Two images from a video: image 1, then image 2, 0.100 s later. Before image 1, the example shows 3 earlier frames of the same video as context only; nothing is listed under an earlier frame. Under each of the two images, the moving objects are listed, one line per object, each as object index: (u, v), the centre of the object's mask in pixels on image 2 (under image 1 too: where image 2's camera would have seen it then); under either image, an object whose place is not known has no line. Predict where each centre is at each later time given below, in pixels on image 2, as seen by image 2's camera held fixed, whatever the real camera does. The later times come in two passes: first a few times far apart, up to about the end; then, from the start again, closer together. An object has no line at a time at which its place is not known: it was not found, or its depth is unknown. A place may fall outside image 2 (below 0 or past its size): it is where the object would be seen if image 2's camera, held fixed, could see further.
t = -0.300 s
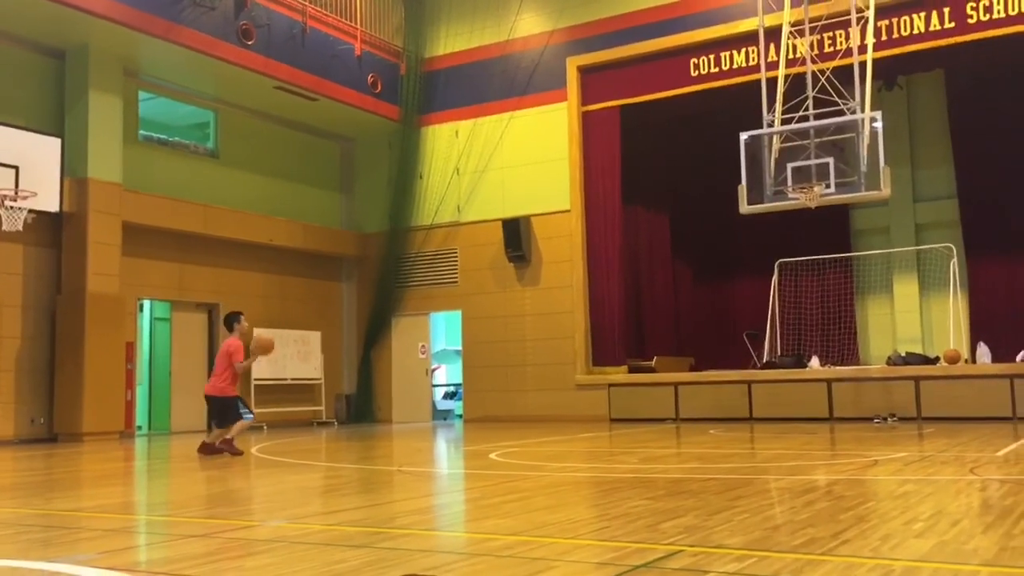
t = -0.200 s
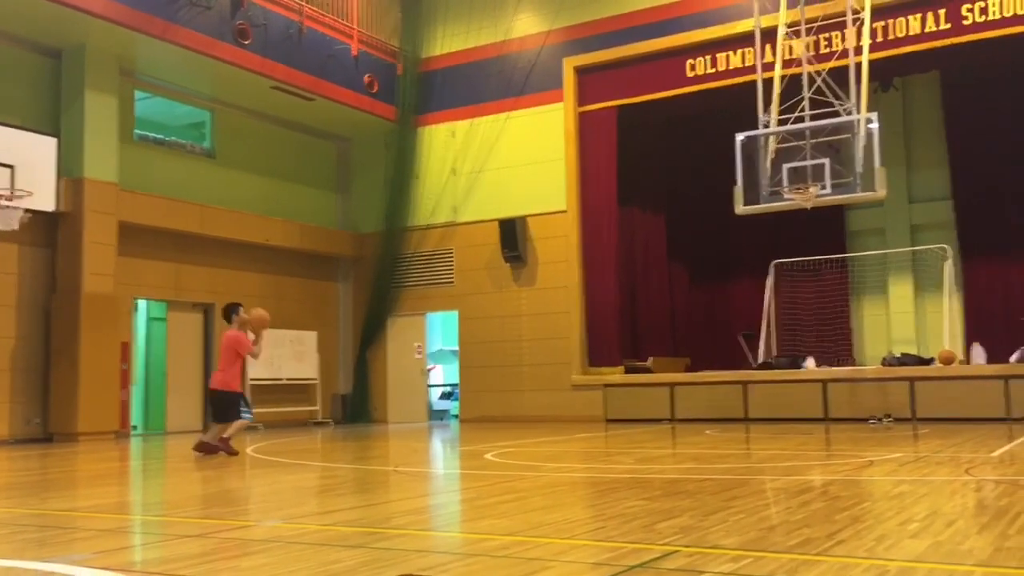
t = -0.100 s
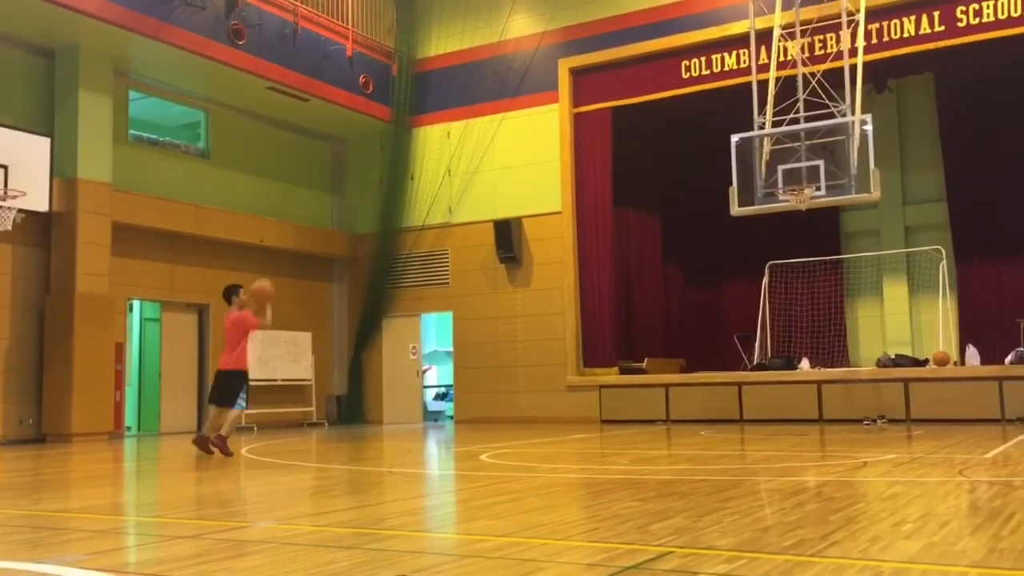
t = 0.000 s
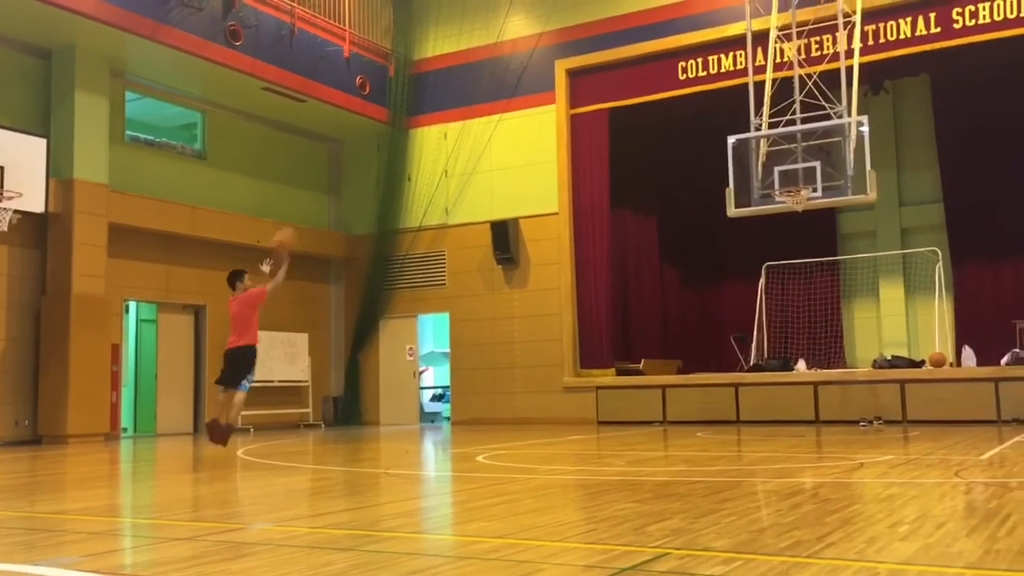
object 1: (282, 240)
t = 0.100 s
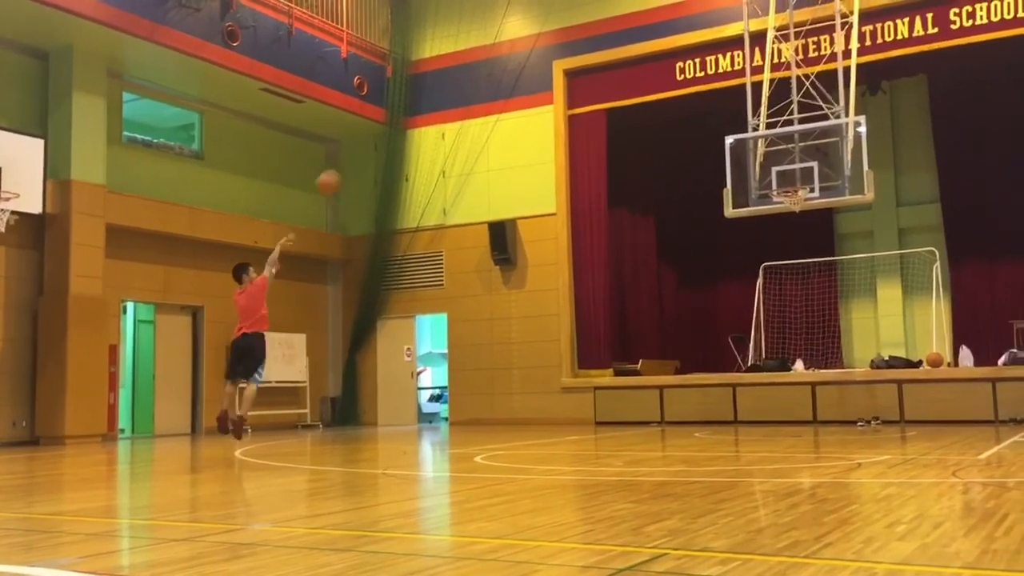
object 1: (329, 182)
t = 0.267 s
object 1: (401, 109)
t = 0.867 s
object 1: (632, 50)
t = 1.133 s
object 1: (726, 114)
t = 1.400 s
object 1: (792, 174)
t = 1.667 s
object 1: (824, 178)
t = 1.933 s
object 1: (865, 257)
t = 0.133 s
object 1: (344, 164)
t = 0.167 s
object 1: (359, 150)
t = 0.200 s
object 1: (373, 136)
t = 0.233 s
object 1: (388, 120)
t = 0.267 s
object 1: (401, 109)
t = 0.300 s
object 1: (416, 97)
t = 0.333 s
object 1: (430, 86)
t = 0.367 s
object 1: (444, 77)
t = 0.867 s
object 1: (632, 50)
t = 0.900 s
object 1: (646, 57)
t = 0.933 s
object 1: (656, 61)
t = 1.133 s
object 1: (726, 114)
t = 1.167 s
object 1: (736, 124)
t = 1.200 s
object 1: (747, 137)
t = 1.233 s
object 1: (759, 149)
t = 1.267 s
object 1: (769, 163)
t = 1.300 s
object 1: (782, 180)
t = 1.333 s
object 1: (786, 182)
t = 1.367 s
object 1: (788, 179)
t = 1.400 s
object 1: (792, 174)
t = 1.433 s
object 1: (795, 171)
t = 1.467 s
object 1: (798, 169)
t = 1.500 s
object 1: (802, 168)
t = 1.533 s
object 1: (806, 168)
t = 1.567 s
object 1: (810, 169)
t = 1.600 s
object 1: (815, 171)
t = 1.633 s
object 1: (819, 173)
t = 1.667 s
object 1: (824, 178)
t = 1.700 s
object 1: (828, 183)
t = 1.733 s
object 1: (832, 190)
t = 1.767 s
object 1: (837, 198)
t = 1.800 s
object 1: (843, 208)
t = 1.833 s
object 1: (847, 217)
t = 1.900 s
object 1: (859, 242)
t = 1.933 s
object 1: (865, 257)
